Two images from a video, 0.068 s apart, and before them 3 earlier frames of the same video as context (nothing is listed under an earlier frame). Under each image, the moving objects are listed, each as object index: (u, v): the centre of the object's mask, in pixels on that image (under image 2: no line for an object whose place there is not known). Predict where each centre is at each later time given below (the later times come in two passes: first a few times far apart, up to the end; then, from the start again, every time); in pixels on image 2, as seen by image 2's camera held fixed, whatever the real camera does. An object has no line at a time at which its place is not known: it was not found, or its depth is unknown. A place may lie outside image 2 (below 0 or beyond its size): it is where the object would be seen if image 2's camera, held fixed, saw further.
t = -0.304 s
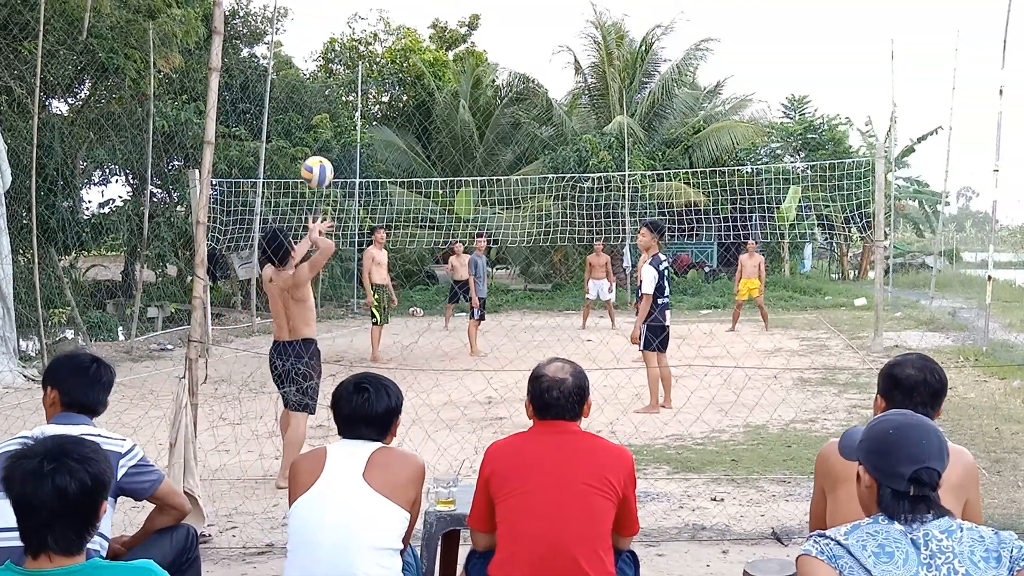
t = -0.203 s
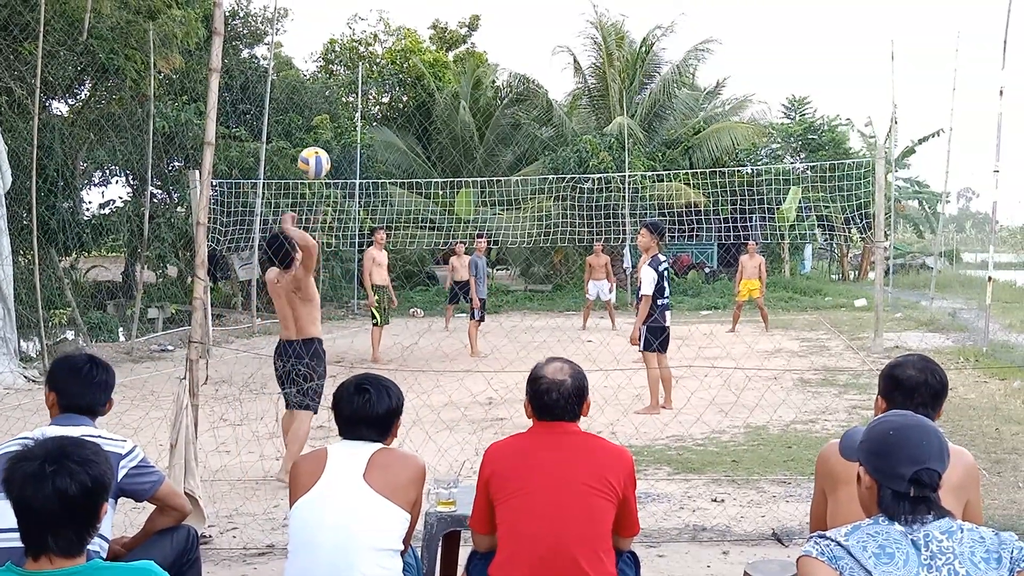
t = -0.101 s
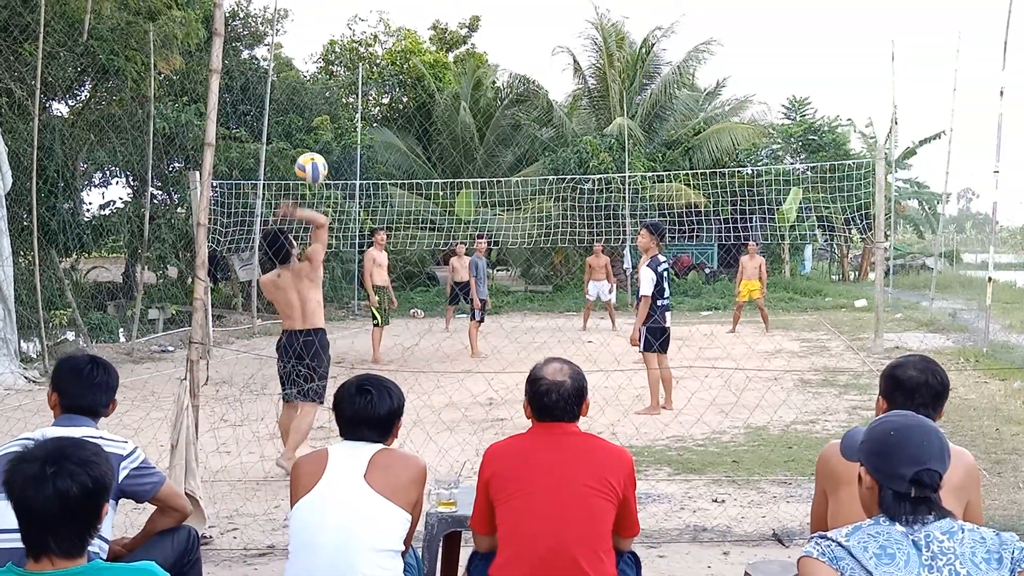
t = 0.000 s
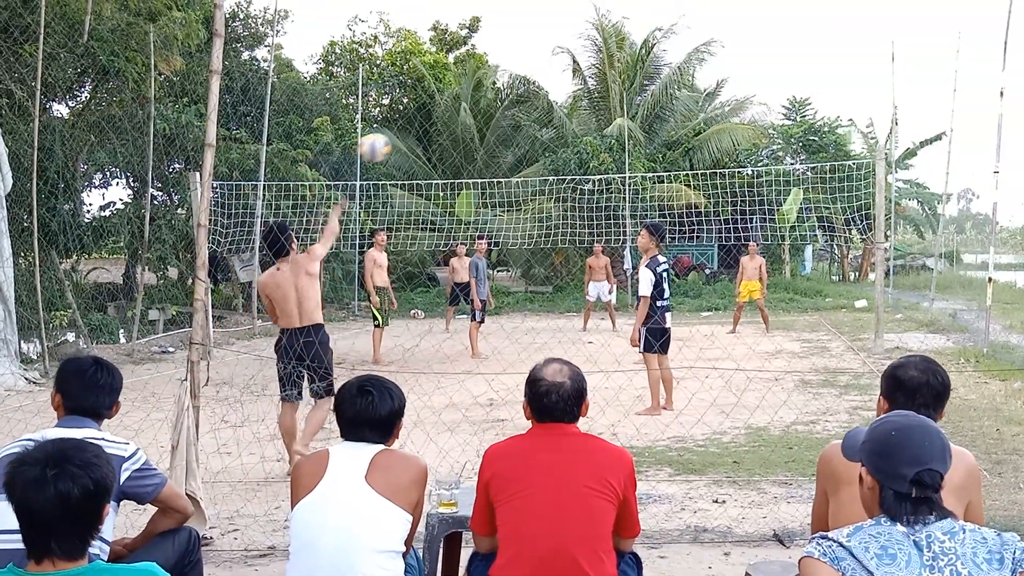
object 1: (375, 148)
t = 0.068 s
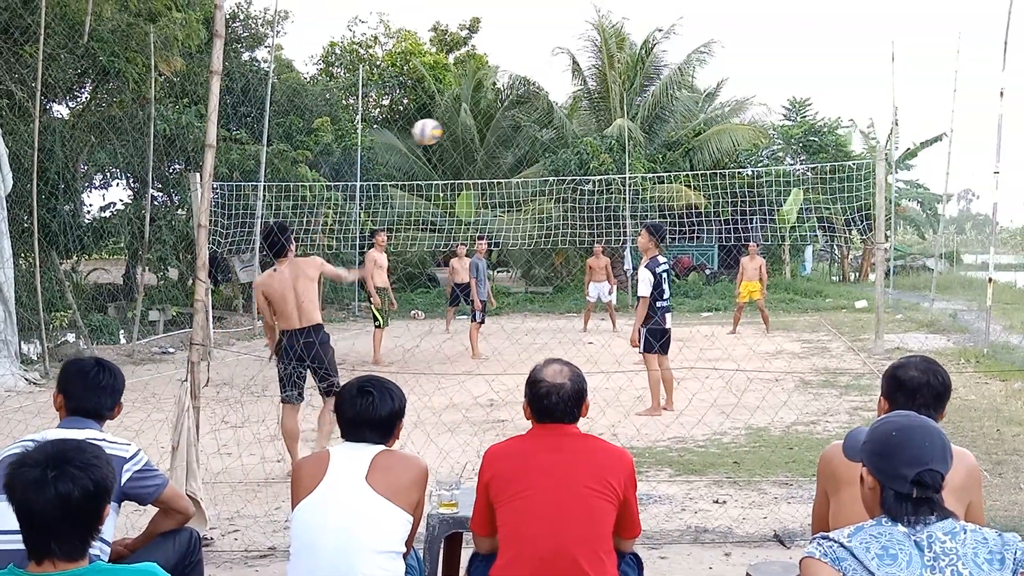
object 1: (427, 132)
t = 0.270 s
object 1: (532, 125)
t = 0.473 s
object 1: (595, 158)
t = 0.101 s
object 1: (449, 127)
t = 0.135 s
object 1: (469, 123)
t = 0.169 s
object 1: (487, 122)
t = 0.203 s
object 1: (504, 122)
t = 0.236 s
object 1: (518, 123)
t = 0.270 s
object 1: (532, 125)
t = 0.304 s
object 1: (544, 128)
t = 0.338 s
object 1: (555, 133)
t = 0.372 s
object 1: (566, 138)
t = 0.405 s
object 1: (577, 144)
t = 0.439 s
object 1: (586, 150)
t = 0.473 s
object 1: (595, 158)
